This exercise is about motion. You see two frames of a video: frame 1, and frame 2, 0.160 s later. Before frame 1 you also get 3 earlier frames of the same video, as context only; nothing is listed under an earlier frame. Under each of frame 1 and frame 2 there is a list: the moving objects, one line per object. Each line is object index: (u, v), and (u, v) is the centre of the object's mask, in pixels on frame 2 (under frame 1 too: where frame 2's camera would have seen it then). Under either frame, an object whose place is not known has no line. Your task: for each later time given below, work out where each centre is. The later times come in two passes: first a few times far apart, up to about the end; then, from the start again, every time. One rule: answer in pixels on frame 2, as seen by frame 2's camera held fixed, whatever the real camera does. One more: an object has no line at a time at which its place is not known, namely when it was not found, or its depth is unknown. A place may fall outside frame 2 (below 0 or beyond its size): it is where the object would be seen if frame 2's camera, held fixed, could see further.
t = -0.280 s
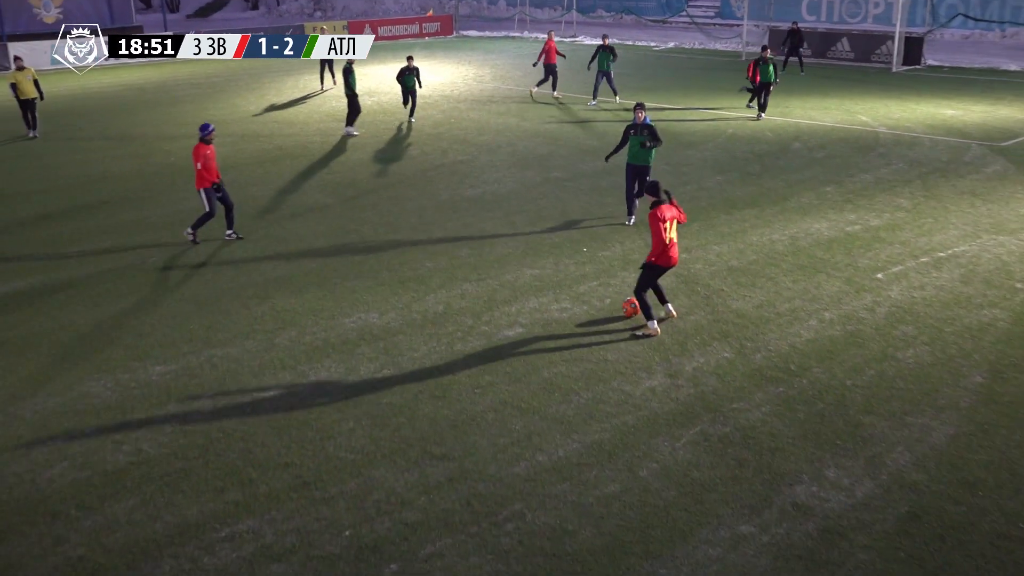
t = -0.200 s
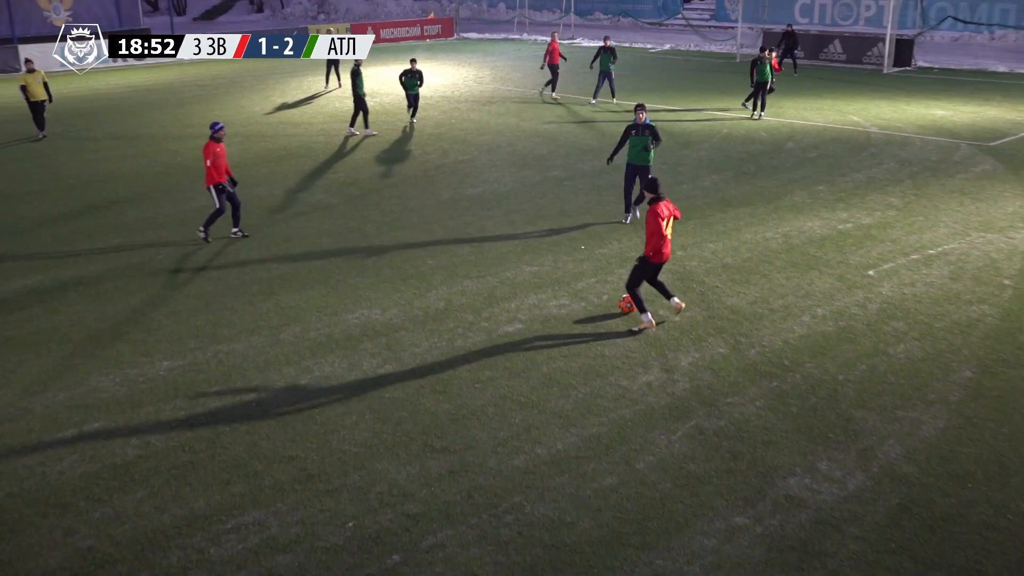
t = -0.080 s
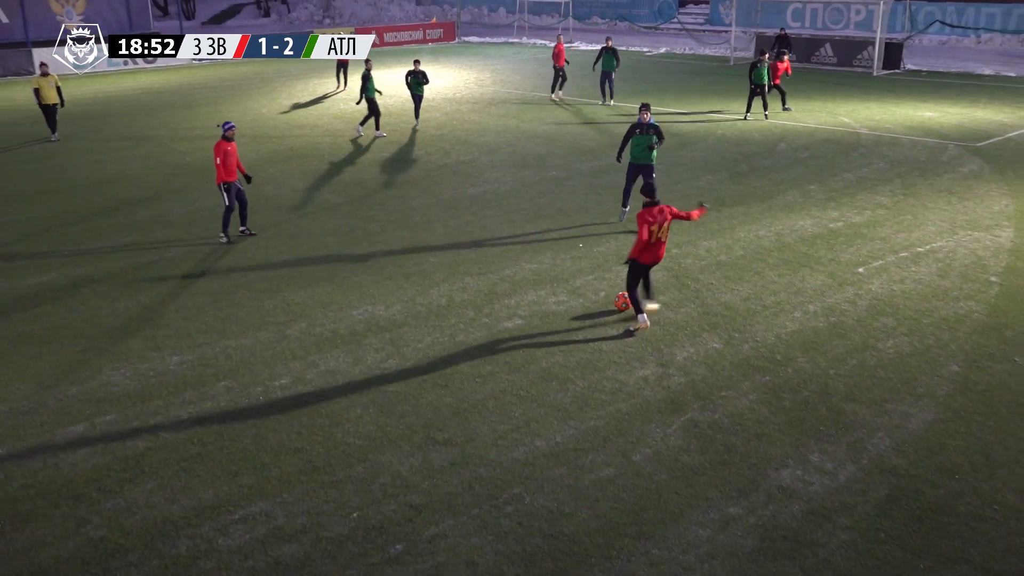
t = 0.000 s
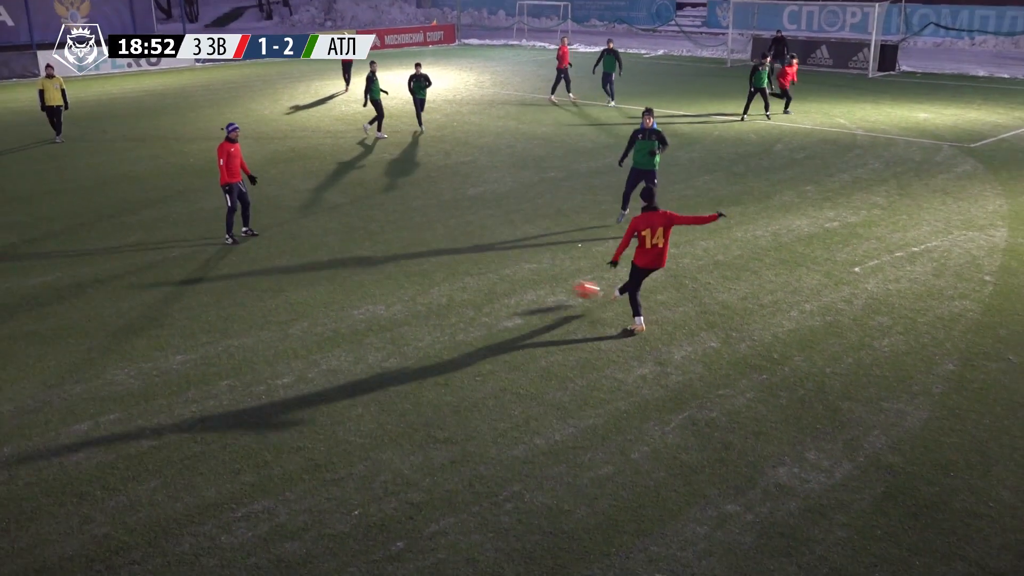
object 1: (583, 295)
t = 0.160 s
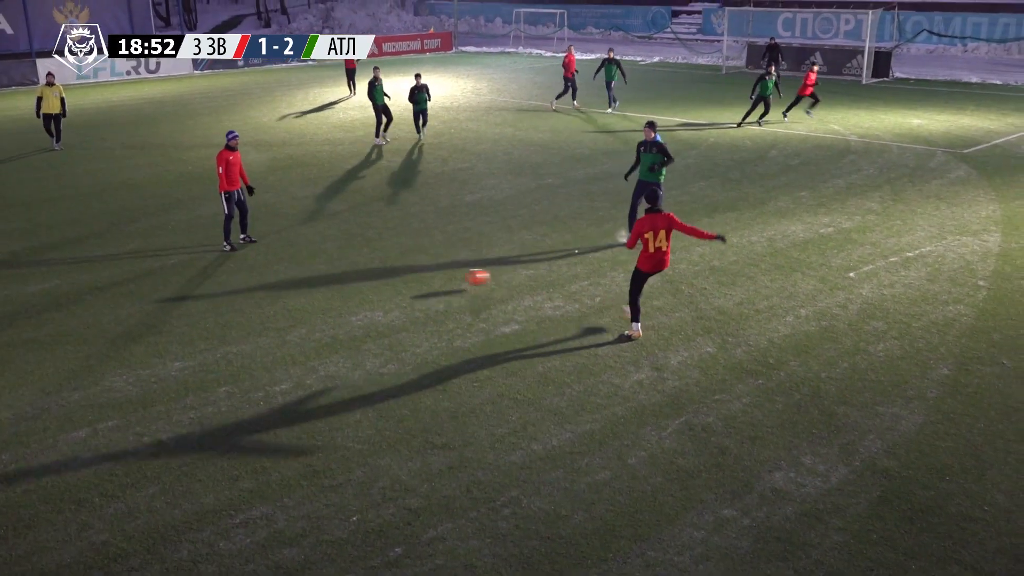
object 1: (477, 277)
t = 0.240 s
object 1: (433, 270)
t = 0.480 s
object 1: (322, 256)
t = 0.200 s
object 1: (453, 277)
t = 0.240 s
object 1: (433, 270)
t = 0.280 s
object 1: (412, 265)
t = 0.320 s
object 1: (392, 262)
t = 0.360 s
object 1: (374, 259)
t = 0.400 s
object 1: (355, 258)
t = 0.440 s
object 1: (338, 258)
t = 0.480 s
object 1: (322, 256)
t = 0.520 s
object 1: (307, 252)
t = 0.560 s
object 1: (293, 249)
